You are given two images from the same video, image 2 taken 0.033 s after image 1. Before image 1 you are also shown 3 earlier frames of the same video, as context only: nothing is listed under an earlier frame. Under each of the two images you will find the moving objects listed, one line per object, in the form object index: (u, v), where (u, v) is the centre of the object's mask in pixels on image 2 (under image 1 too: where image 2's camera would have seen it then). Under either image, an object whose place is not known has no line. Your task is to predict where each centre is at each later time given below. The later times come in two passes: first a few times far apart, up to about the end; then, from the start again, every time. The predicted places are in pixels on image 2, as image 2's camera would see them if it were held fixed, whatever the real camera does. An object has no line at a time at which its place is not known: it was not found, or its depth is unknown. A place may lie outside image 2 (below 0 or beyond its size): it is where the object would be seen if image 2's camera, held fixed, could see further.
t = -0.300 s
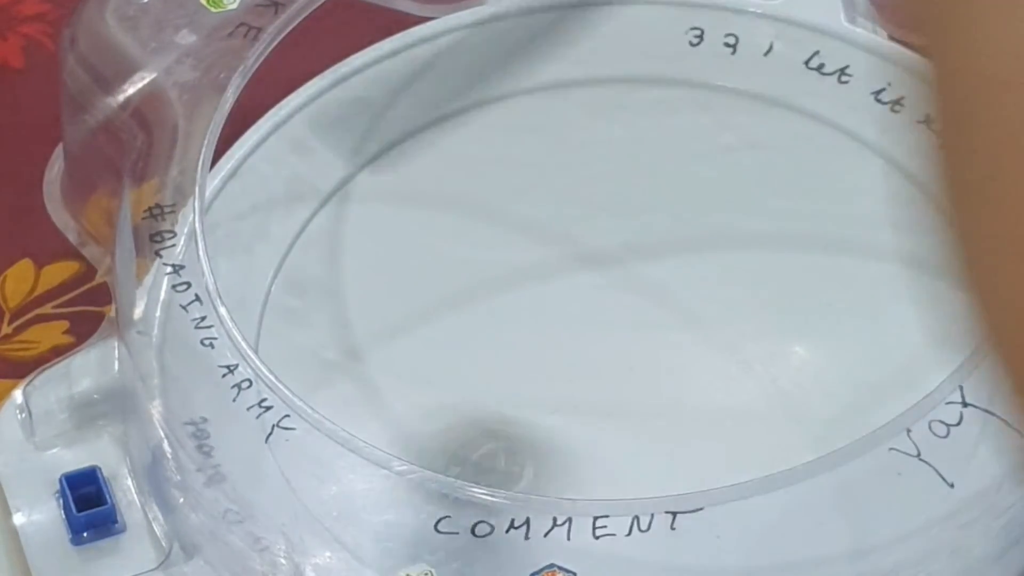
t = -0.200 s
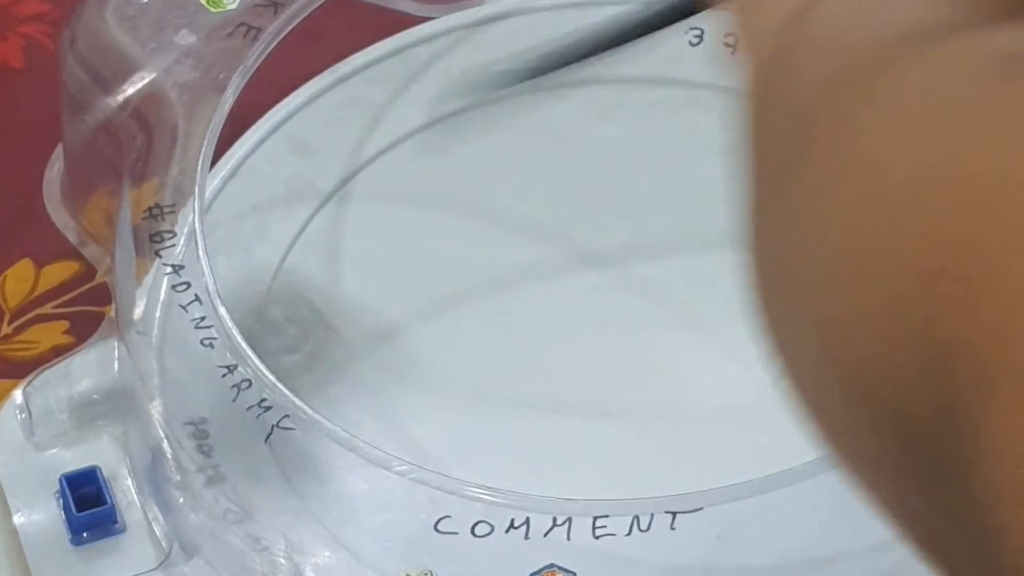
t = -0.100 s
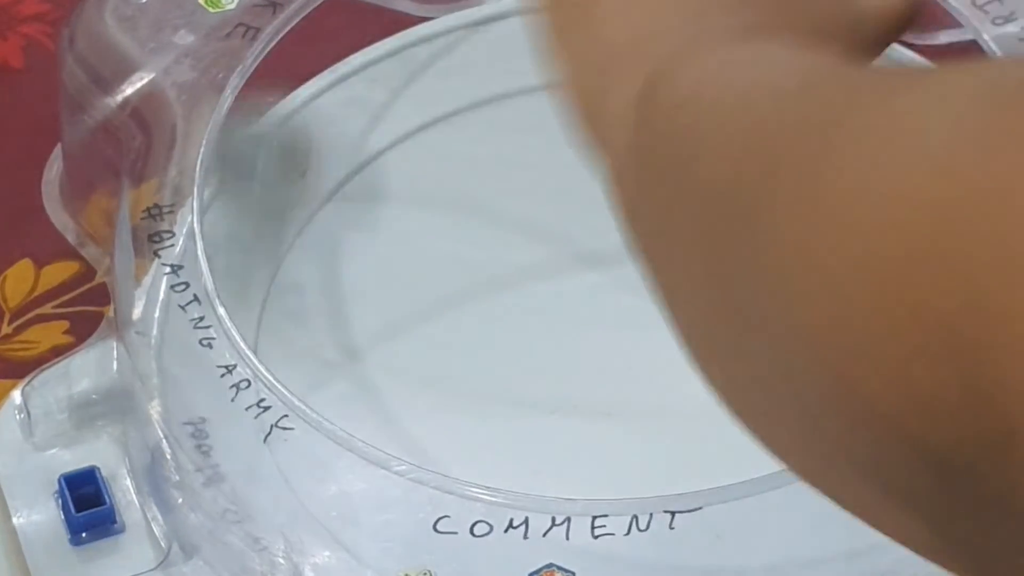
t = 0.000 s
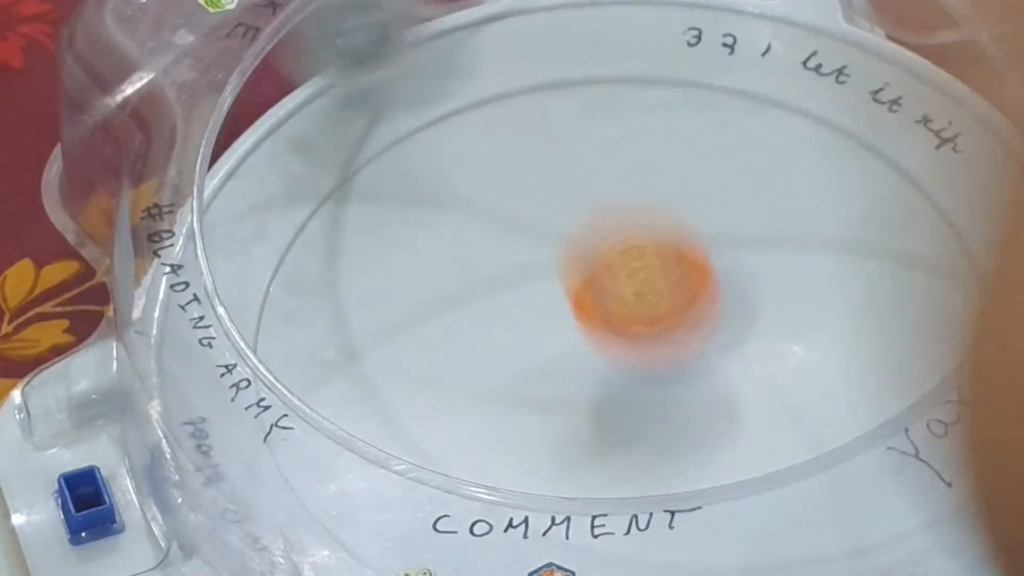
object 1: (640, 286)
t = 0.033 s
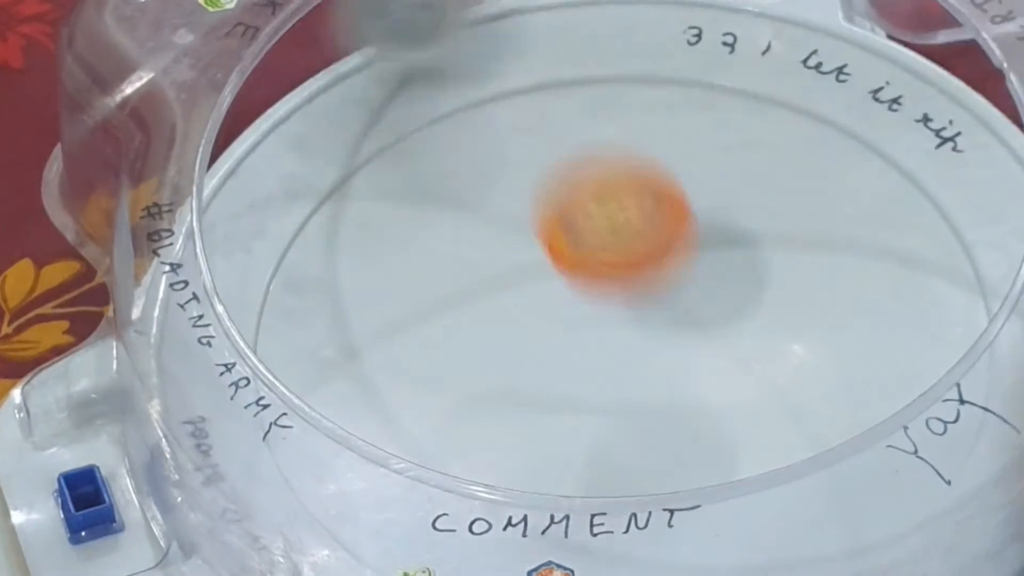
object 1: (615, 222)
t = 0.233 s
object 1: (482, 278)
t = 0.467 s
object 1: (540, 353)
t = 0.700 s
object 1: (669, 378)
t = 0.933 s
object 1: (709, 295)
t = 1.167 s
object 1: (842, 471)
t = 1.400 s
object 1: (923, 478)
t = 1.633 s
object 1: (989, 402)
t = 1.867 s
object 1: (918, 336)
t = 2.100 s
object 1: (749, 334)
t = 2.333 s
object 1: (571, 397)
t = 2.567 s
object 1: (399, 380)
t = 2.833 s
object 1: (313, 292)
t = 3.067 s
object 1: (356, 300)
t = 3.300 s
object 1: (423, 305)
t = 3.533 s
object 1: (463, 264)
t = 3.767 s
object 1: (480, 216)
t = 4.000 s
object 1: (544, 199)
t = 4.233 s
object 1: (657, 175)
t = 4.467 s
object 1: (746, 181)
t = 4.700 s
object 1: (786, 222)
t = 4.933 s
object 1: (775, 311)
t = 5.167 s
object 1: (769, 401)
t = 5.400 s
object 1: (729, 445)
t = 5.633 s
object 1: (657, 458)
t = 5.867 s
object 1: (552, 449)
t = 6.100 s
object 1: (450, 399)
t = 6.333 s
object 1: (387, 315)
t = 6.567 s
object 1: (378, 237)
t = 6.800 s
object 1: (433, 180)
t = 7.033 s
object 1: (533, 171)
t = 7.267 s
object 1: (641, 204)
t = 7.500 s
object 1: (822, 289)
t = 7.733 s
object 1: (879, 362)
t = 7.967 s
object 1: (804, 416)
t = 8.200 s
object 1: (637, 450)
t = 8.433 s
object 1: (619, 461)
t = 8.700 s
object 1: (540, 422)
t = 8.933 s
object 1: (480, 341)
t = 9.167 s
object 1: (456, 260)
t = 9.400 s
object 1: (495, 213)
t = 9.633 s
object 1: (615, 112)
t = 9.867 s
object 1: (705, 92)
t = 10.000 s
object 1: (739, 121)
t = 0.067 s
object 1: (588, 183)
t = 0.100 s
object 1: (561, 164)
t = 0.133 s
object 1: (540, 169)
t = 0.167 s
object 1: (518, 194)
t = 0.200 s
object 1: (495, 242)
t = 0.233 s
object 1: (482, 278)
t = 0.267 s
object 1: (481, 261)
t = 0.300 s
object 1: (482, 265)
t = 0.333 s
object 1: (485, 292)
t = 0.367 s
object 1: (495, 307)
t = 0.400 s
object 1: (510, 320)
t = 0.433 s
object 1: (527, 342)
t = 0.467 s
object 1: (540, 353)
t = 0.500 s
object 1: (554, 361)
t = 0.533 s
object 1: (571, 368)
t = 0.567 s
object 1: (587, 376)
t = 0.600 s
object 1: (606, 381)
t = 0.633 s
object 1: (627, 383)
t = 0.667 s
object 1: (648, 382)
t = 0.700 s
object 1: (669, 378)
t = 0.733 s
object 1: (687, 371)
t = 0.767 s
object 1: (705, 360)
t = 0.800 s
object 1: (717, 346)
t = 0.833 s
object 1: (724, 331)
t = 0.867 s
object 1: (725, 317)
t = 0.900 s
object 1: (720, 304)
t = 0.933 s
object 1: (709, 295)
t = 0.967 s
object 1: (694, 287)
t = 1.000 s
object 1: (675, 282)
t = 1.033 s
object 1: (673, 300)
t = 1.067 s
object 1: (721, 357)
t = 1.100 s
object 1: (765, 402)
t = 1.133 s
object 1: (805, 439)
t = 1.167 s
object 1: (842, 471)
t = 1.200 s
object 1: (878, 498)
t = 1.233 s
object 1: (893, 498)
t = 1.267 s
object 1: (899, 499)
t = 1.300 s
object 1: (904, 499)
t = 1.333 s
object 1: (910, 494)
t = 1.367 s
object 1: (916, 486)
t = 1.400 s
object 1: (923, 478)
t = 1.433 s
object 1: (931, 470)
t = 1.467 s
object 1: (937, 458)
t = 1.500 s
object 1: (932, 437)
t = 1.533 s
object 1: (965, 435)
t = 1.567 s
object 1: (981, 426)
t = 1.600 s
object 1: (987, 413)
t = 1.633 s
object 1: (989, 402)
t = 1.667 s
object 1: (984, 385)
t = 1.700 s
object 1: (979, 374)
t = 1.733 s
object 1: (974, 364)
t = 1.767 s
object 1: (966, 355)
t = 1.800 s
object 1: (962, 351)
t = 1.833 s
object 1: (949, 345)
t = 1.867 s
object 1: (918, 336)
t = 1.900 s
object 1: (902, 336)
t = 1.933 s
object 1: (880, 335)
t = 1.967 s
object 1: (856, 332)
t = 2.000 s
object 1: (830, 329)
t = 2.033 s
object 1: (803, 328)
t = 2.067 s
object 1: (776, 329)
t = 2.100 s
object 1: (749, 334)
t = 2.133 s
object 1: (721, 341)
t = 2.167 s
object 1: (692, 348)
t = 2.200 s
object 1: (665, 355)
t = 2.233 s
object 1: (641, 366)
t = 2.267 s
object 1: (617, 376)
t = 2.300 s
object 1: (593, 386)
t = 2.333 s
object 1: (571, 397)
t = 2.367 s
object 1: (552, 406)
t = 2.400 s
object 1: (535, 414)
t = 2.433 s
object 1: (519, 423)
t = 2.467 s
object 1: (504, 431)
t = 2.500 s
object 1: (477, 426)
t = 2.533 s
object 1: (434, 404)
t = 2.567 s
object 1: (399, 380)
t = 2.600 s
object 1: (373, 360)
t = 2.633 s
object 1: (352, 342)
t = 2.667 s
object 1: (337, 326)
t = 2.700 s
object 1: (327, 314)
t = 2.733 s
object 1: (319, 305)
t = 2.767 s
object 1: (315, 298)
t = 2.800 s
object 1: (313, 294)
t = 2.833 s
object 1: (313, 292)
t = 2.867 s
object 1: (315, 291)
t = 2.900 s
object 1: (319, 291)
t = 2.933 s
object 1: (324, 292)
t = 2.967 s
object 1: (331, 293)
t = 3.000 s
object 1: (339, 296)
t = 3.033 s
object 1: (346, 300)
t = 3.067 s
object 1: (356, 300)
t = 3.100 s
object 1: (365, 302)
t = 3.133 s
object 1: (375, 304)
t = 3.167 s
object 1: (385, 306)
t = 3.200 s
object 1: (396, 306)
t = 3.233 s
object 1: (405, 307)
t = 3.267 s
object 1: (415, 306)
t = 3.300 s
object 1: (423, 305)
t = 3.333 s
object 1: (431, 302)
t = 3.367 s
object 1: (439, 299)
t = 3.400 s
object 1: (446, 295)
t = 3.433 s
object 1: (452, 289)
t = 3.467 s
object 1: (457, 281)
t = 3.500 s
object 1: (461, 273)
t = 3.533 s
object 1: (463, 264)
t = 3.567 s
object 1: (465, 255)
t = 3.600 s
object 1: (467, 248)
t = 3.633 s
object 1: (469, 241)
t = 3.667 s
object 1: (471, 234)
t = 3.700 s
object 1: (473, 227)
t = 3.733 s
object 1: (476, 221)
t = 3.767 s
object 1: (480, 216)
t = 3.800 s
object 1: (486, 211)
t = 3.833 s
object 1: (493, 207)
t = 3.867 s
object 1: (502, 204)
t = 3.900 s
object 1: (511, 202)
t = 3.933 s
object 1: (521, 200)
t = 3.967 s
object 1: (532, 199)
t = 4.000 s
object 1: (544, 199)
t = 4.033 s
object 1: (555, 200)
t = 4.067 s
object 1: (567, 194)
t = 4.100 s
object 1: (588, 185)
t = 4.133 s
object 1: (609, 179)
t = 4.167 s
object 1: (627, 178)
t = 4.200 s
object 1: (643, 176)
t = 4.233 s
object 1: (657, 175)
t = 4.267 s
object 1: (672, 174)
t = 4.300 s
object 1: (686, 174)
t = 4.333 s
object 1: (699, 174)
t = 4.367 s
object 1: (712, 174)
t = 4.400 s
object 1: (724, 176)
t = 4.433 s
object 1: (736, 178)
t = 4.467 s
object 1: (746, 181)
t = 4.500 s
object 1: (756, 184)
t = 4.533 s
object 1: (764, 188)
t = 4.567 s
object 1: (771, 193)
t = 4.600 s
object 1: (777, 199)
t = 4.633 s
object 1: (781, 205)
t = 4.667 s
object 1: (785, 213)
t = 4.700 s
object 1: (786, 222)
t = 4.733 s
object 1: (787, 231)
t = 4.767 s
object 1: (787, 242)
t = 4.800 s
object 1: (786, 253)
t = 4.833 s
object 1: (784, 266)
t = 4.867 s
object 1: (782, 280)
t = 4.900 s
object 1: (779, 295)
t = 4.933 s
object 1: (775, 311)
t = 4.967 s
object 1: (774, 326)
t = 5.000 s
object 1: (774, 340)
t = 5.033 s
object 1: (775, 353)
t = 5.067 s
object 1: (775, 365)
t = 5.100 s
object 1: (774, 378)
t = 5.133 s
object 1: (772, 390)
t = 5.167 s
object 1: (769, 401)
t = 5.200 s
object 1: (766, 411)
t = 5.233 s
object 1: (762, 418)
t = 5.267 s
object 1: (756, 425)
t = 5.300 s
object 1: (750, 431)
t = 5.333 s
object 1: (743, 436)
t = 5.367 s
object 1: (736, 441)
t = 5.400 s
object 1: (729, 445)
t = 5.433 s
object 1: (720, 448)
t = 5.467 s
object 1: (712, 450)
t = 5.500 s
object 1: (703, 452)
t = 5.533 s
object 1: (693, 454)
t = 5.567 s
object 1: (682, 456)
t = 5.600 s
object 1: (670, 457)
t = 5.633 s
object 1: (657, 458)
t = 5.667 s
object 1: (644, 458)
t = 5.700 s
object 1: (631, 457)
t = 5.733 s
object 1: (617, 456)
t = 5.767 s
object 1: (603, 455)
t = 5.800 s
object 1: (586, 454)
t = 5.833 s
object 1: (569, 452)
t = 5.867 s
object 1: (552, 449)
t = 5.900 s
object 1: (536, 445)
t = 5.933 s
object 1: (520, 440)
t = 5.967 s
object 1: (504, 433)
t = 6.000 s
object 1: (491, 428)
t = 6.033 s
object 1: (479, 421)
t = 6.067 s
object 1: (468, 414)
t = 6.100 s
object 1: (450, 399)
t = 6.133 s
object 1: (435, 383)
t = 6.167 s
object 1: (424, 369)
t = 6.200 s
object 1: (415, 358)
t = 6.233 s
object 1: (407, 347)
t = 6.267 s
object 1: (399, 337)
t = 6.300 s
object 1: (393, 326)
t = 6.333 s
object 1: (387, 315)
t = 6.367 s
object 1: (382, 304)
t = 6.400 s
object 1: (378, 293)
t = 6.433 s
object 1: (375, 281)
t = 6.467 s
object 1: (373, 270)
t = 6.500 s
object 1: (374, 259)
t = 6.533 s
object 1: (375, 248)
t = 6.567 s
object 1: (378, 237)
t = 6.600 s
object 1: (382, 227)
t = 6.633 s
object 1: (387, 217)
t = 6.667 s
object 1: (394, 208)
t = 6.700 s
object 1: (402, 200)
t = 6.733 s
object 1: (411, 192)
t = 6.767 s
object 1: (421, 186)
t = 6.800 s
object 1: (433, 180)
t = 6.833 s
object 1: (445, 175)
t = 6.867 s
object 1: (458, 172)
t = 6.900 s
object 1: (472, 169)
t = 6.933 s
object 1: (487, 168)
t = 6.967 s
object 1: (502, 168)
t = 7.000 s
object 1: (518, 169)
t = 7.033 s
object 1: (533, 171)
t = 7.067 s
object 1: (550, 174)
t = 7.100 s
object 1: (566, 178)
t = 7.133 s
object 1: (581, 183)
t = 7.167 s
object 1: (596, 188)
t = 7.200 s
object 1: (611, 194)
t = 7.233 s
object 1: (625, 199)
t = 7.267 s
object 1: (641, 204)
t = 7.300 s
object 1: (656, 209)
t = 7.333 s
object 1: (671, 215)
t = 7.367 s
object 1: (686, 222)
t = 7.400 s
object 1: (699, 230)
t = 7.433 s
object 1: (749, 249)
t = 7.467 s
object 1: (793, 270)
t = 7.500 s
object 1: (822, 289)
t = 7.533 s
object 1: (843, 305)
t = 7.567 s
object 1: (859, 319)
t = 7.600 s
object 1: (871, 330)
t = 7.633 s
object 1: (879, 340)
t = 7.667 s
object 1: (882, 348)
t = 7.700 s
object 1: (882, 355)
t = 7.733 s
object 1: (879, 362)
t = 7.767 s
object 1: (875, 370)
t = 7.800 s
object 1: (867, 378)
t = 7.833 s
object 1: (859, 386)
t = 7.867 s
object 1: (848, 394)
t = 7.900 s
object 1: (835, 401)
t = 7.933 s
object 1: (820, 409)
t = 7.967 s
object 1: (804, 416)
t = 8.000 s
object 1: (785, 422)
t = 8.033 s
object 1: (763, 428)
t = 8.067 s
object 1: (740, 434)
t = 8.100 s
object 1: (717, 439)
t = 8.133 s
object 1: (690, 444)
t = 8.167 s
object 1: (664, 447)
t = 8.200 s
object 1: (637, 450)
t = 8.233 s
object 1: (607, 452)
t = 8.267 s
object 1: (580, 452)
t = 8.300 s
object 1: (560, 452)
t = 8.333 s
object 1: (576, 455)
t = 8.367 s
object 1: (596, 460)
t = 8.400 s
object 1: (610, 461)
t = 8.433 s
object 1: (619, 461)
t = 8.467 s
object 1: (619, 458)
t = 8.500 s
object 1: (614, 456)
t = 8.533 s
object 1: (605, 452)
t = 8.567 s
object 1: (592, 450)
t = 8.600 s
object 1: (578, 445)
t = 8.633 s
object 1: (565, 441)
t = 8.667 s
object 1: (552, 431)
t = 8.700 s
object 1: (540, 422)
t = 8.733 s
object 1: (530, 413)
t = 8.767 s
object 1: (519, 401)
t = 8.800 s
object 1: (510, 391)
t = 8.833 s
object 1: (501, 379)
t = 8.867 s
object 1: (493, 368)
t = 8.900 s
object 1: (486, 354)
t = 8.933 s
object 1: (480, 341)
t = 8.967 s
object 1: (474, 328)
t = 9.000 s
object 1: (468, 315)
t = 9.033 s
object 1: (463, 303)
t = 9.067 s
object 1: (460, 291)
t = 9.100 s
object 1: (457, 280)
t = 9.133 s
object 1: (456, 270)
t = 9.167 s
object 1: (456, 260)
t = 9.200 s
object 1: (457, 251)
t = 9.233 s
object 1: (461, 243)
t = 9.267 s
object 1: (465, 235)
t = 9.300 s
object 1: (471, 228)
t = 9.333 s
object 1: (478, 221)
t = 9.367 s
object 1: (486, 217)
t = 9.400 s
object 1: (495, 213)
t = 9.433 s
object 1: (505, 211)
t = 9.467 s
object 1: (517, 209)
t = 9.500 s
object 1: (529, 208)
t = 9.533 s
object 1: (541, 206)
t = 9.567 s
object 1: (568, 168)
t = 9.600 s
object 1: (593, 135)
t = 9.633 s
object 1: (615, 112)
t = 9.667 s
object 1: (633, 99)
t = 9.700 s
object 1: (648, 91)
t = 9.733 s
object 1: (661, 88)
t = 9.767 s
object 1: (673, 87)
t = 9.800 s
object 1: (684, 87)
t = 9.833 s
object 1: (695, 89)
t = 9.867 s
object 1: (705, 92)
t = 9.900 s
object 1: (714, 97)
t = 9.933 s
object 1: (724, 104)
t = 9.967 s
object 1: (732, 111)
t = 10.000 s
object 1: (739, 121)
